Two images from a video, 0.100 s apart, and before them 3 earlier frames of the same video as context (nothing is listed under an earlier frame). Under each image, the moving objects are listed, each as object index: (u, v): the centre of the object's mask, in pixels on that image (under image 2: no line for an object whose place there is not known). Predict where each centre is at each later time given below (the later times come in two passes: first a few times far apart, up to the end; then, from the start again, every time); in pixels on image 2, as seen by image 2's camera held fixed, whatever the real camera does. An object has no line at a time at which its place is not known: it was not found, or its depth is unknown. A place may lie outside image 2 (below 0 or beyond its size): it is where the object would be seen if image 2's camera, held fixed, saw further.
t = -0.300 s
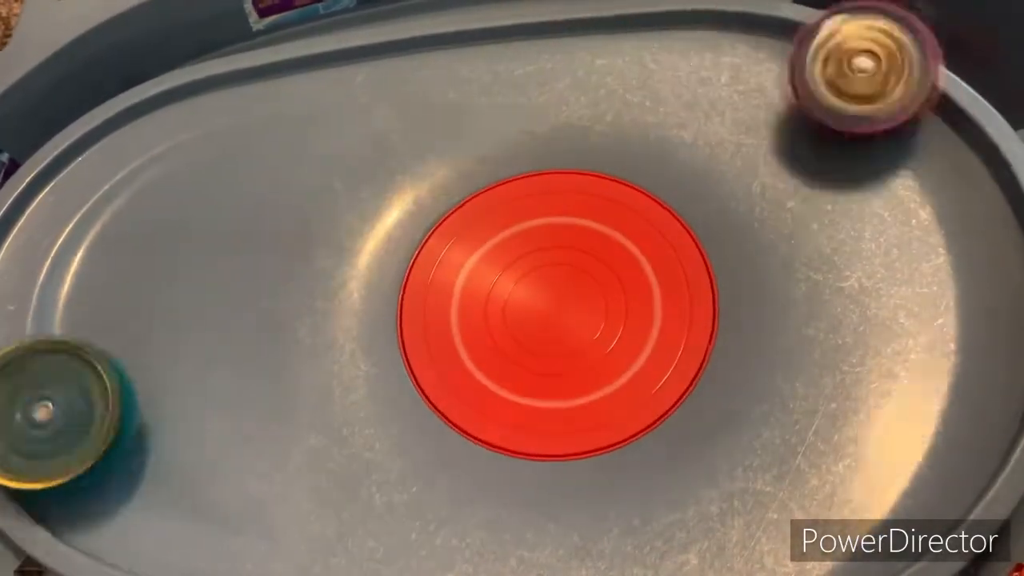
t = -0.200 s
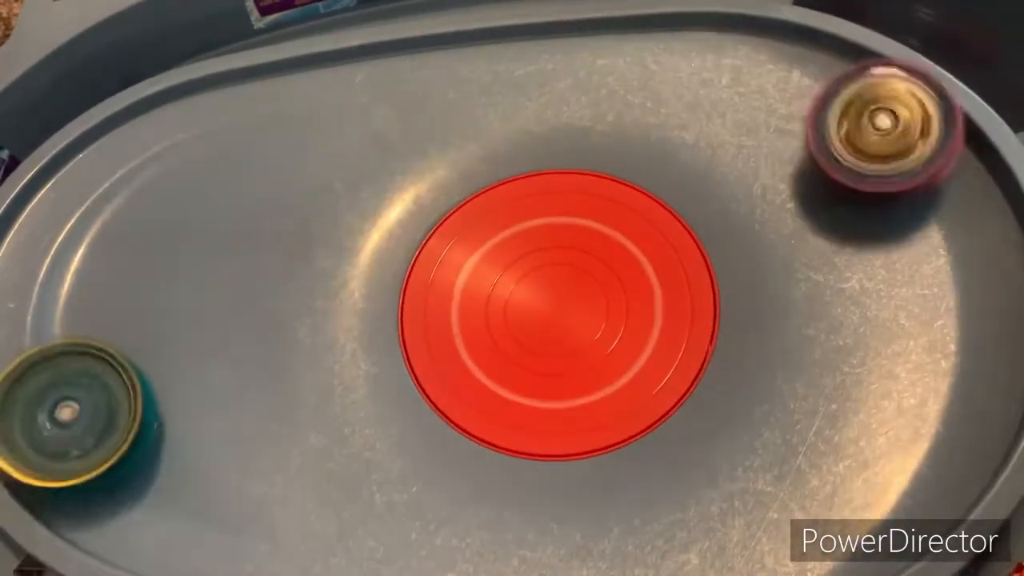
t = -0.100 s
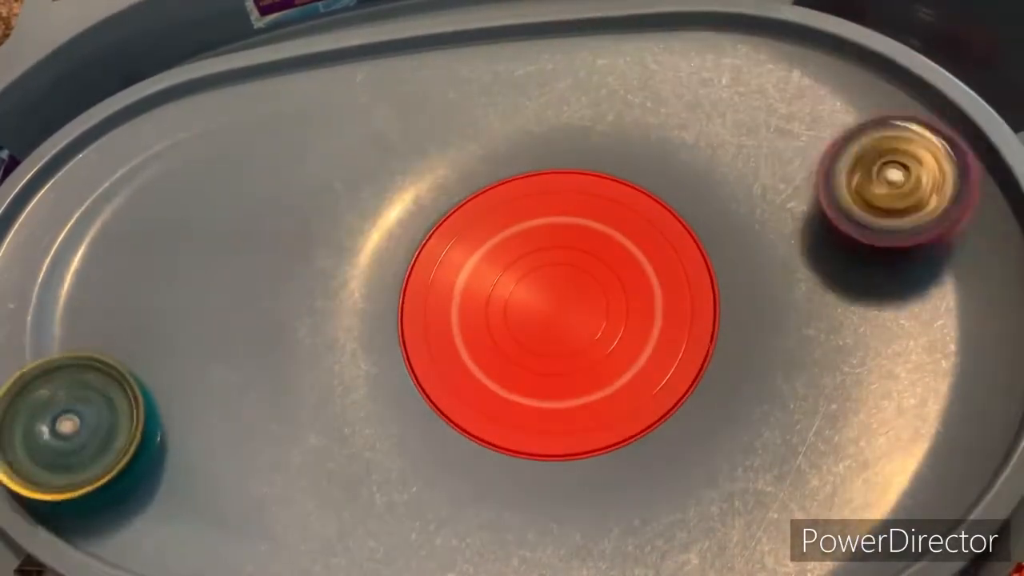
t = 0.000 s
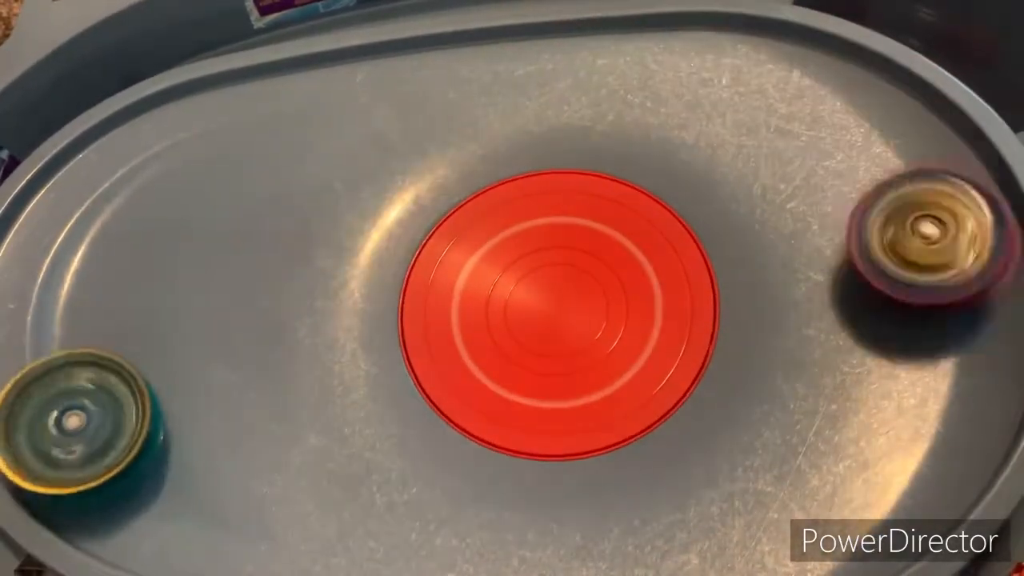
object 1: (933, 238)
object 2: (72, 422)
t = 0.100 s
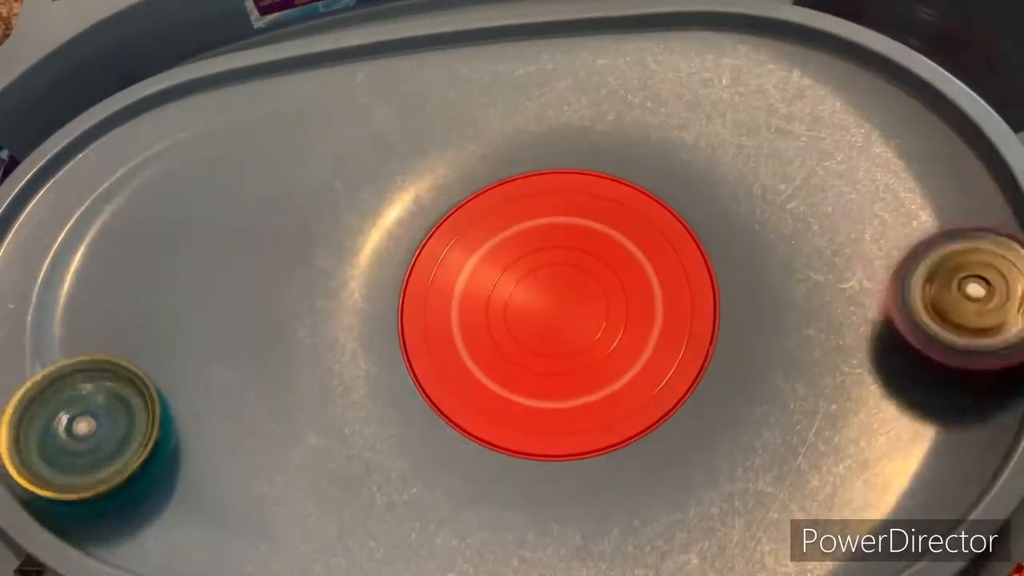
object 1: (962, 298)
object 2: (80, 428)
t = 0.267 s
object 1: (919, 384)
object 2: (96, 442)
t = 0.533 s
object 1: (769, 508)
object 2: (184, 472)
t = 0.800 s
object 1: (519, 528)
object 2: (290, 427)
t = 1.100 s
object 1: (298, 525)
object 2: (451, 275)
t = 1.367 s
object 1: (232, 488)
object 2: (690, 55)
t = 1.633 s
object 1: (316, 394)
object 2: (754, 43)
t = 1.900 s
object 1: (568, 207)
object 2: (765, 58)
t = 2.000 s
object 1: (598, 153)
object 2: (857, 41)
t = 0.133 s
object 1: (960, 312)
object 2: (83, 435)
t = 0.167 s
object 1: (951, 321)
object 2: (86, 438)
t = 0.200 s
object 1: (942, 336)
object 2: (89, 439)
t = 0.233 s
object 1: (933, 360)
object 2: (92, 440)
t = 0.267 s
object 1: (919, 384)
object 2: (96, 442)
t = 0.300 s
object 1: (907, 414)
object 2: (102, 445)
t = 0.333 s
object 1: (898, 442)
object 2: (110, 450)
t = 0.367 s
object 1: (885, 461)
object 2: (119, 455)
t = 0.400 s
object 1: (873, 499)
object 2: (131, 461)
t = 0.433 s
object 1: (859, 515)
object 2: (144, 466)
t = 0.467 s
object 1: (839, 519)
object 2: (156, 468)
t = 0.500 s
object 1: (801, 512)
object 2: (170, 471)
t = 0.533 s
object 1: (769, 508)
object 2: (184, 472)
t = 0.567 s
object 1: (734, 507)
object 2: (198, 471)
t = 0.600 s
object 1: (703, 508)
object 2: (211, 468)
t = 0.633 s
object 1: (671, 512)
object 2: (225, 464)
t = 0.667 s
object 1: (637, 515)
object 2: (237, 459)
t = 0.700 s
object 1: (607, 518)
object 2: (250, 452)
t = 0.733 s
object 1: (578, 521)
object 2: (263, 445)
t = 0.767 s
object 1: (548, 524)
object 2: (276, 437)
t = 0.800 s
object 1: (519, 528)
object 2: (290, 427)
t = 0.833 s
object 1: (490, 531)
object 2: (304, 419)
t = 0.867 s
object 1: (461, 536)
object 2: (318, 409)
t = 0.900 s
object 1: (432, 539)
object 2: (332, 398)
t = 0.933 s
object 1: (407, 542)
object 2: (348, 387)
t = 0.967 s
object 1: (384, 540)
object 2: (364, 371)
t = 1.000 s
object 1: (362, 535)
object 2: (383, 354)
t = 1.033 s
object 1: (337, 532)
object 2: (405, 331)
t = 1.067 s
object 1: (314, 529)
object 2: (426, 304)
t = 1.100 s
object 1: (298, 525)
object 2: (451, 275)
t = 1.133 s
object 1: (281, 524)
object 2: (474, 233)
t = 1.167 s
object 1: (267, 521)
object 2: (504, 188)
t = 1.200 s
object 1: (256, 519)
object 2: (535, 150)
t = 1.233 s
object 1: (249, 517)
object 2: (572, 114)
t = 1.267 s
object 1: (243, 511)
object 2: (610, 89)
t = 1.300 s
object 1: (238, 506)
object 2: (643, 73)
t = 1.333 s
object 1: (235, 499)
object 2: (669, 63)
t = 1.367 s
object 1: (232, 488)
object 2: (690, 55)
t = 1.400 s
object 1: (232, 477)
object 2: (706, 50)
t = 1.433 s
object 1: (236, 464)
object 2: (717, 46)
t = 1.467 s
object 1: (243, 454)
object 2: (726, 43)
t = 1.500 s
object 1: (253, 443)
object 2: (733, 40)
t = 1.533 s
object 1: (267, 433)
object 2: (742, 39)
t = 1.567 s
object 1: (282, 420)
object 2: (747, 40)
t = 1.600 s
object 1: (299, 408)
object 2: (751, 41)
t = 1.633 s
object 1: (316, 394)
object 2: (754, 43)
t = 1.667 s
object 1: (336, 376)
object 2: (758, 44)
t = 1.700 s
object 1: (364, 360)
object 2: (760, 46)
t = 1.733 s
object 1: (398, 350)
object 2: (762, 48)
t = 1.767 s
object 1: (434, 343)
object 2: (764, 50)
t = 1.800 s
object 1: (469, 323)
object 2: (765, 51)
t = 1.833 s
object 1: (503, 291)
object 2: (766, 53)
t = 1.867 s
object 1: (533, 253)
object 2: (765, 55)
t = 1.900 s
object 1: (568, 207)
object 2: (765, 58)
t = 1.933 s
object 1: (611, 168)
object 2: (765, 60)
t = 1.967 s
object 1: (633, 143)
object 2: (781, 57)
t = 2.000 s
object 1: (598, 153)
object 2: (857, 41)
